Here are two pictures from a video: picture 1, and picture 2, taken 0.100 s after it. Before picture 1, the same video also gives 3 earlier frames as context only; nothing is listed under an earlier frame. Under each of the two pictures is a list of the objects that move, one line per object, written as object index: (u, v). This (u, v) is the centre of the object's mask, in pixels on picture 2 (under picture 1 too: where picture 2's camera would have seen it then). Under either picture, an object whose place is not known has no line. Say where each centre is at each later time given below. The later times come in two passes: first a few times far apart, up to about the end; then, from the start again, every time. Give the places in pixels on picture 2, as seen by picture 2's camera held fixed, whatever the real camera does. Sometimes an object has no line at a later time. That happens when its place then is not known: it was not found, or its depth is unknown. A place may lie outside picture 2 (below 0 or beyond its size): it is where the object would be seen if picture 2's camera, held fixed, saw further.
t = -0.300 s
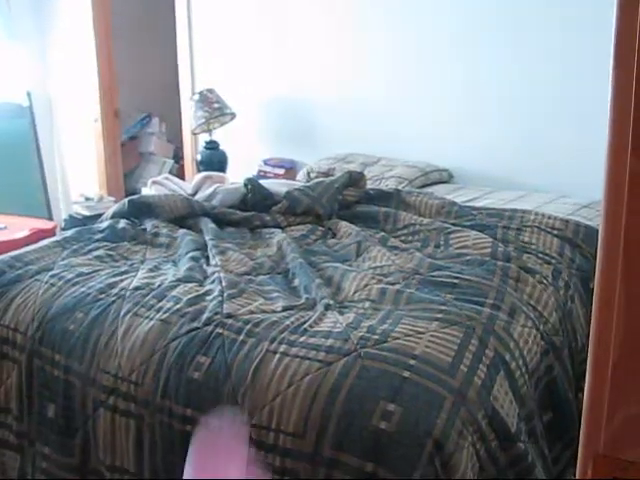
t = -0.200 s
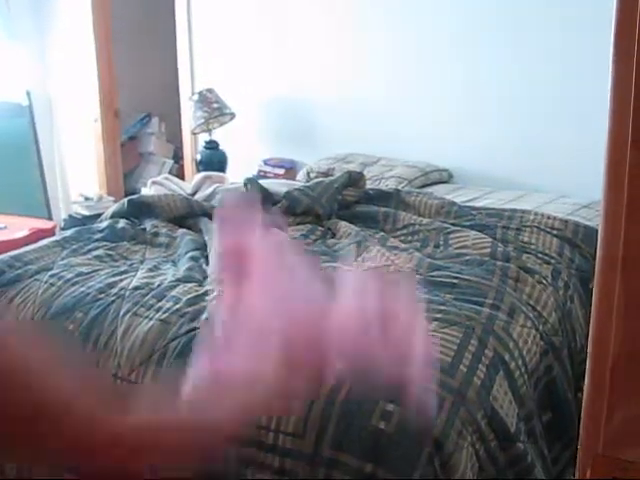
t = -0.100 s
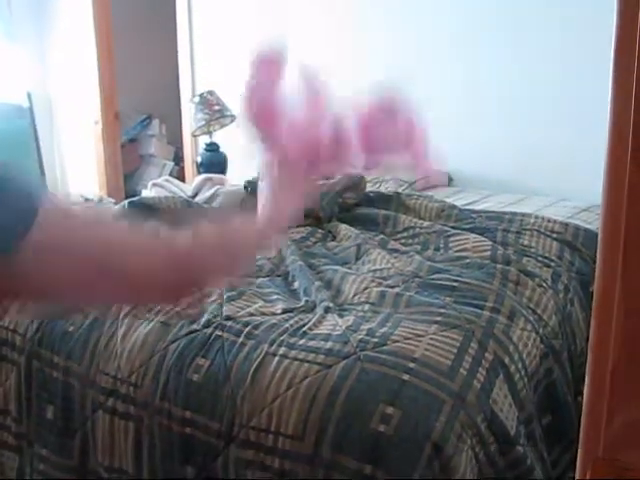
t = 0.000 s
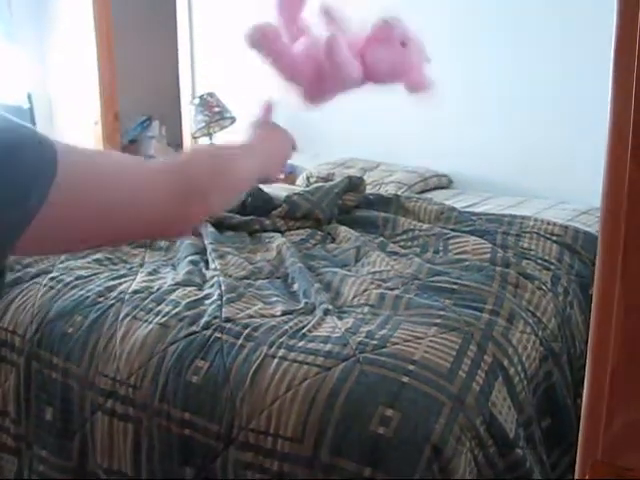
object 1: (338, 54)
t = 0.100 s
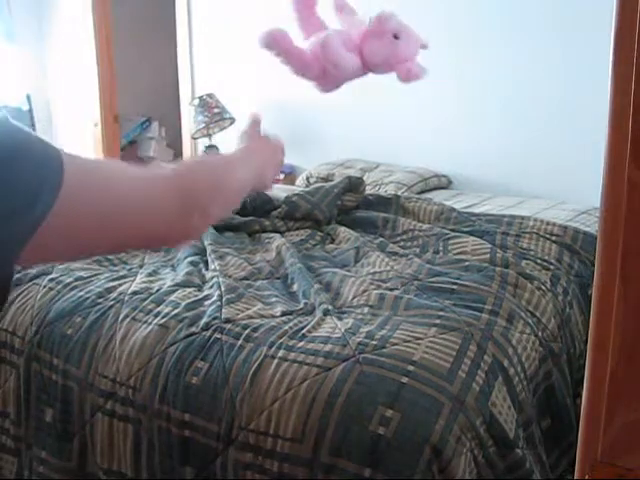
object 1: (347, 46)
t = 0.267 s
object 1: (356, 118)
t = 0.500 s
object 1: (364, 228)
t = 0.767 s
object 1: (386, 223)
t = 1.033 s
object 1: (385, 223)
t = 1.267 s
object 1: (385, 223)
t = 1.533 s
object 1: (385, 223)
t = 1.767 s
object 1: (385, 223)
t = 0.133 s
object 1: (348, 53)
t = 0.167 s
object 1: (351, 64)
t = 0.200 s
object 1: (353, 79)
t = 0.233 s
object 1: (355, 97)
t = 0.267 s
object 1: (356, 118)
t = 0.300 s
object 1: (355, 142)
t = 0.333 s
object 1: (355, 170)
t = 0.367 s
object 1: (352, 196)
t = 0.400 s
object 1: (351, 219)
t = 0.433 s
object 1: (355, 233)
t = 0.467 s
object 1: (361, 238)
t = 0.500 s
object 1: (364, 228)
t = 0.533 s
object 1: (367, 223)
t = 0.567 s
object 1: (372, 220)
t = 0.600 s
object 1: (377, 220)
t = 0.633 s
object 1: (380, 221)
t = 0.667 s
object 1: (383, 222)
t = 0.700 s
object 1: (385, 224)
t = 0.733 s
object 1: (386, 223)
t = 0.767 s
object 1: (386, 223)
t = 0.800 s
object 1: (386, 223)
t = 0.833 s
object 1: (385, 223)
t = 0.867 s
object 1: (385, 223)
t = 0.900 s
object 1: (385, 223)
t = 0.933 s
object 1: (385, 223)
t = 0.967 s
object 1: (385, 223)
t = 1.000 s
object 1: (385, 223)
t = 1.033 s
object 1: (385, 223)
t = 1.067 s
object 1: (385, 223)
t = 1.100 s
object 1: (385, 223)
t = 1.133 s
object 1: (385, 223)
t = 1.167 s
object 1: (385, 223)
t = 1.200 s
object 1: (385, 223)
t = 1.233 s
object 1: (385, 223)
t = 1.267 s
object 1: (385, 223)
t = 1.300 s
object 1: (385, 223)
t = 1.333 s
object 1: (385, 223)
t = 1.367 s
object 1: (385, 223)
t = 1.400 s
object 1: (385, 223)
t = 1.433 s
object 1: (385, 223)
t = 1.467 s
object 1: (385, 223)
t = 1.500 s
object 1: (385, 223)
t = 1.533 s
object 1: (385, 223)
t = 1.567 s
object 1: (385, 223)
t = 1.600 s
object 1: (385, 223)
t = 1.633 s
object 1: (385, 223)
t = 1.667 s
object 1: (385, 223)
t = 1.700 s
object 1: (385, 223)
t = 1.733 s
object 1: (385, 223)
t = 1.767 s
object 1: (385, 223)
